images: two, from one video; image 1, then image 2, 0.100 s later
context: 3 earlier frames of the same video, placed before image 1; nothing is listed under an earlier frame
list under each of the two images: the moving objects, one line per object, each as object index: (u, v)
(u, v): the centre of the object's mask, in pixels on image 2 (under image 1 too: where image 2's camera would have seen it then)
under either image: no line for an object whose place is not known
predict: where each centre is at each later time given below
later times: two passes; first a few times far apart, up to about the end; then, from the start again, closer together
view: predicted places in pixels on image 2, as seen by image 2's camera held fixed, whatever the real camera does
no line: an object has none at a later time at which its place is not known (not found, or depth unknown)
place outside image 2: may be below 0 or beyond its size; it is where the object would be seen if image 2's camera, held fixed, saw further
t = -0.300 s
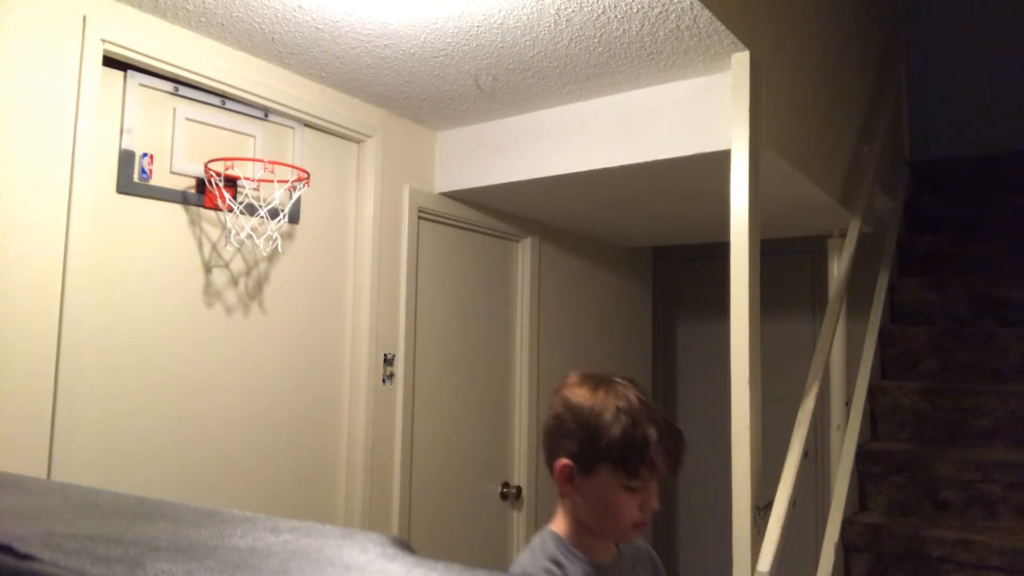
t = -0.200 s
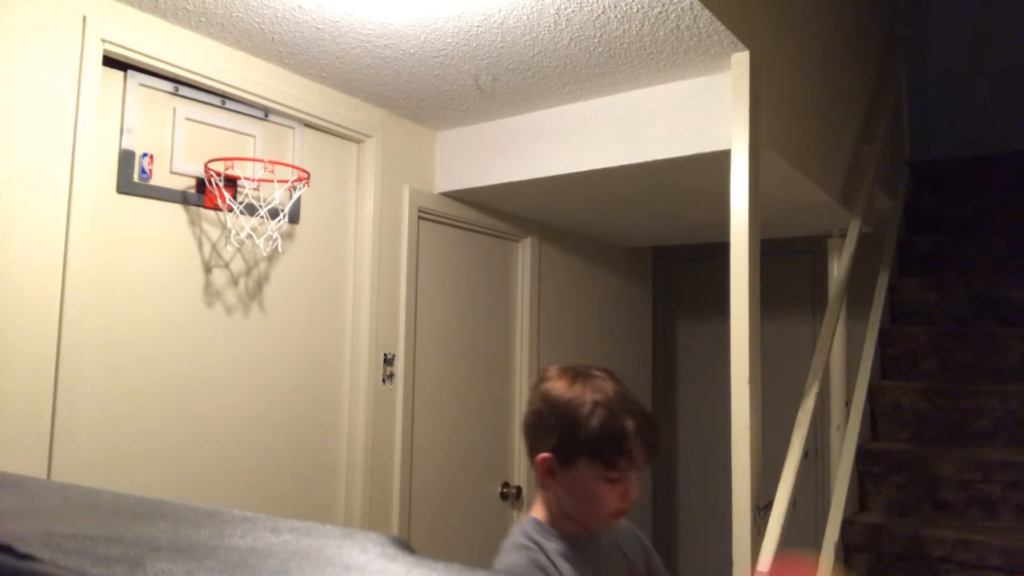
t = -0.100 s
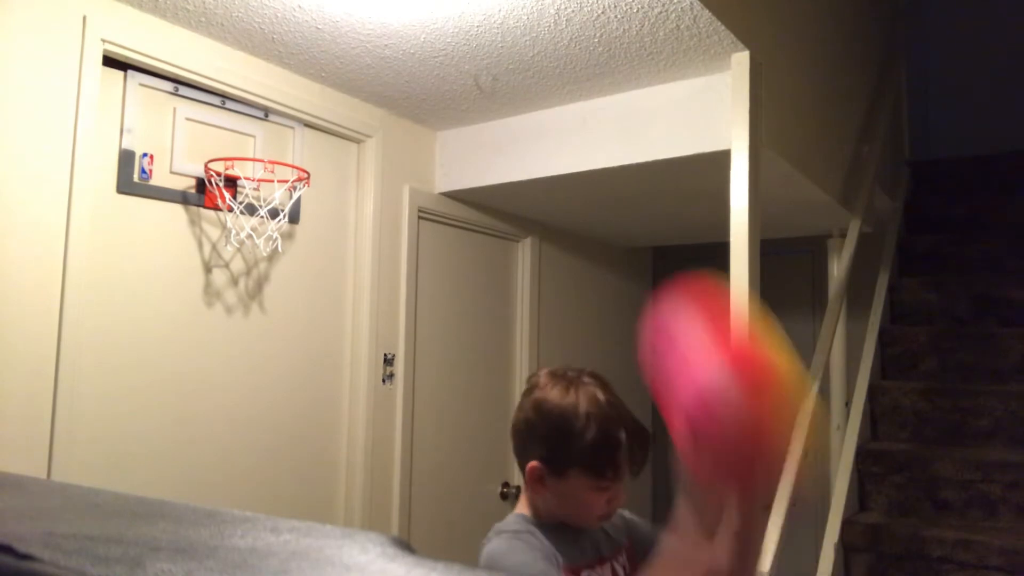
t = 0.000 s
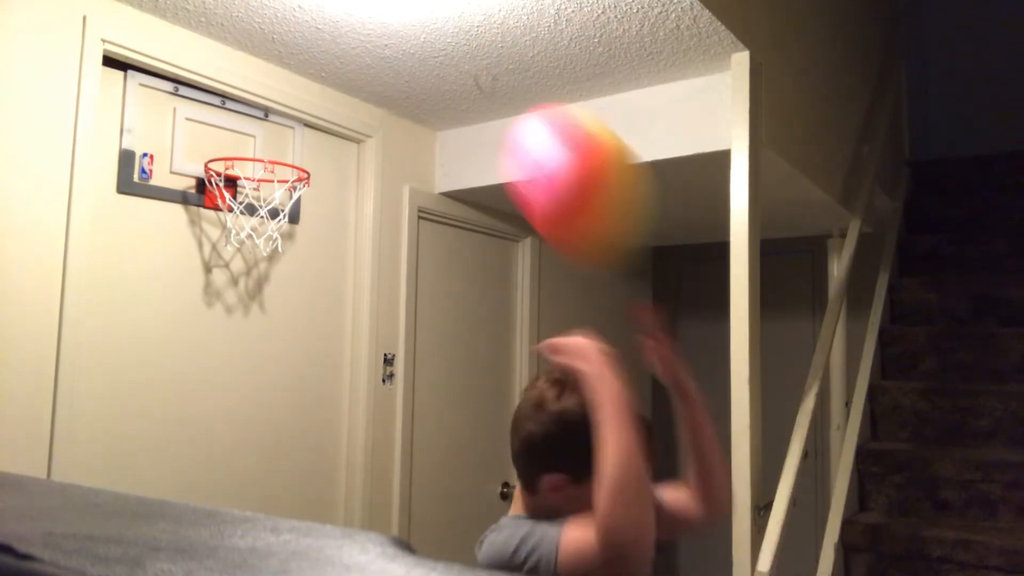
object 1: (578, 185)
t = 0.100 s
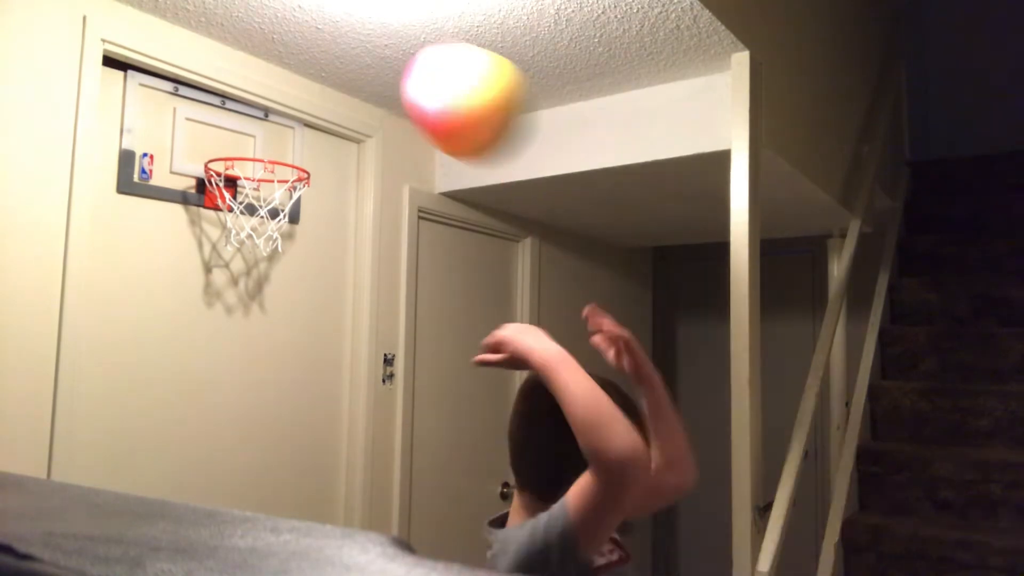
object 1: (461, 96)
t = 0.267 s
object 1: (338, 105)
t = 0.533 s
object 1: (248, 123)
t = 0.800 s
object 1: (255, 169)
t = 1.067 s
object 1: (257, 232)
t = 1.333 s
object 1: (243, 429)
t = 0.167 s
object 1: (410, 86)
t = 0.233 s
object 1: (360, 94)
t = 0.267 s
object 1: (338, 105)
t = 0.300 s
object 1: (316, 120)
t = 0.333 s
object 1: (300, 131)
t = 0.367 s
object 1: (288, 132)
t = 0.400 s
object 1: (277, 132)
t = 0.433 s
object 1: (263, 134)
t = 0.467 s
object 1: (252, 134)
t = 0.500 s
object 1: (246, 124)
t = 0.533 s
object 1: (248, 123)
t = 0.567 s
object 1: (250, 122)
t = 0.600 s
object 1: (251, 126)
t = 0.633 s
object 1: (252, 136)
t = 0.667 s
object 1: (257, 146)
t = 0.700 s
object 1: (259, 144)
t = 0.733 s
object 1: (256, 149)
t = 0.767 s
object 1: (257, 166)
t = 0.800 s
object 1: (255, 169)
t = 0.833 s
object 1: (250, 173)
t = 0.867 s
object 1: (250, 180)
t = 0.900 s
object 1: (251, 188)
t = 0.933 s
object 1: (252, 199)
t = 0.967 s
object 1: (255, 207)
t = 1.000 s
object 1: (256, 214)
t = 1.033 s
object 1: (257, 223)
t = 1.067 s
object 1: (257, 232)
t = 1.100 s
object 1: (256, 242)
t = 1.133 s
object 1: (254, 259)
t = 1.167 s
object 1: (254, 277)
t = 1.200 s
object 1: (253, 299)
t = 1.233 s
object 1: (250, 326)
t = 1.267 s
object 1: (248, 358)
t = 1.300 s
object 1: (247, 389)
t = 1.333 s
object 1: (243, 429)
